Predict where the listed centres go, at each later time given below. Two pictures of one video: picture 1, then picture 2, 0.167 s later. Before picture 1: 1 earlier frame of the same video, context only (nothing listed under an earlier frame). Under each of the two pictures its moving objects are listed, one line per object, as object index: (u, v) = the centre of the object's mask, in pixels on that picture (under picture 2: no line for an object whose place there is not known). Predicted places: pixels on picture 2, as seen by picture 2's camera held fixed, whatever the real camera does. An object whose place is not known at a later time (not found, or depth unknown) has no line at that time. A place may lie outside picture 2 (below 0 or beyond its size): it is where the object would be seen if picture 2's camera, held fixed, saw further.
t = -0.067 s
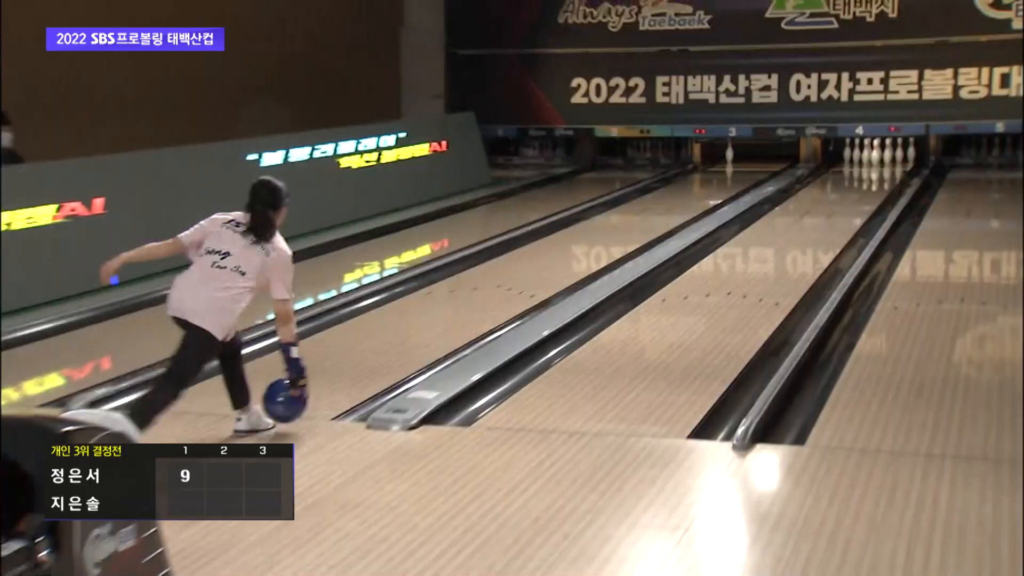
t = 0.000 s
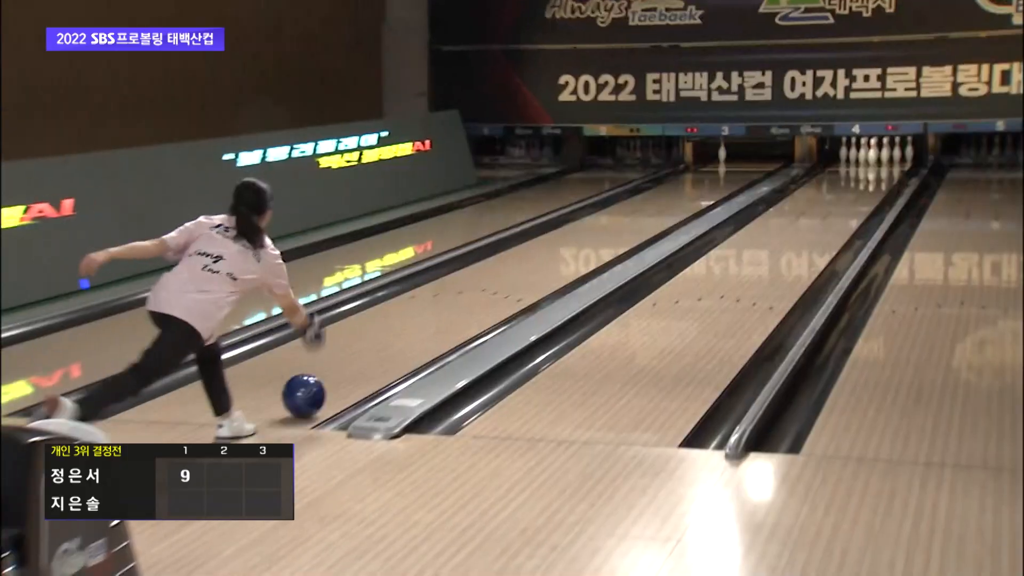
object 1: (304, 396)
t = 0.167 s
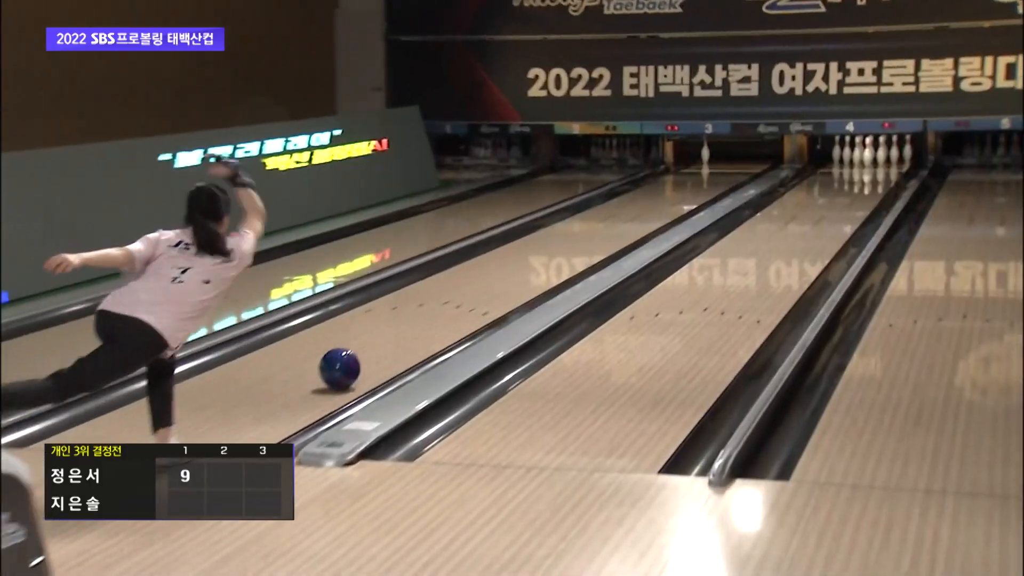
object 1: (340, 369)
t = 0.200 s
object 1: (355, 360)
